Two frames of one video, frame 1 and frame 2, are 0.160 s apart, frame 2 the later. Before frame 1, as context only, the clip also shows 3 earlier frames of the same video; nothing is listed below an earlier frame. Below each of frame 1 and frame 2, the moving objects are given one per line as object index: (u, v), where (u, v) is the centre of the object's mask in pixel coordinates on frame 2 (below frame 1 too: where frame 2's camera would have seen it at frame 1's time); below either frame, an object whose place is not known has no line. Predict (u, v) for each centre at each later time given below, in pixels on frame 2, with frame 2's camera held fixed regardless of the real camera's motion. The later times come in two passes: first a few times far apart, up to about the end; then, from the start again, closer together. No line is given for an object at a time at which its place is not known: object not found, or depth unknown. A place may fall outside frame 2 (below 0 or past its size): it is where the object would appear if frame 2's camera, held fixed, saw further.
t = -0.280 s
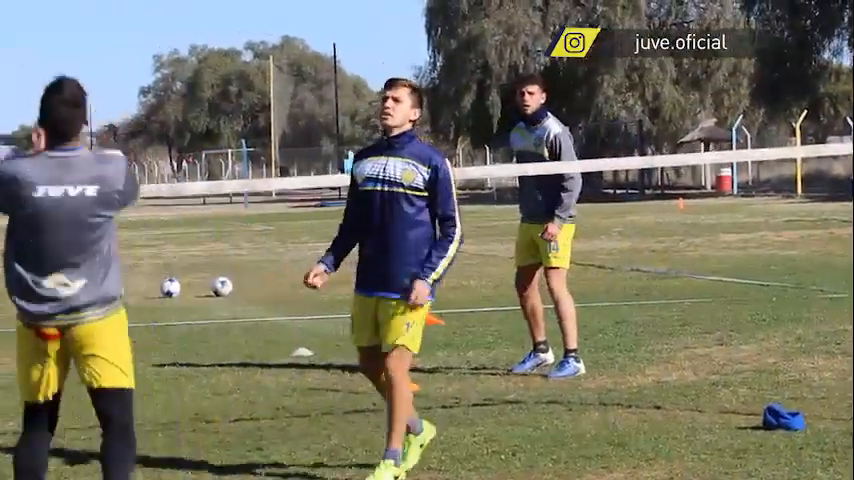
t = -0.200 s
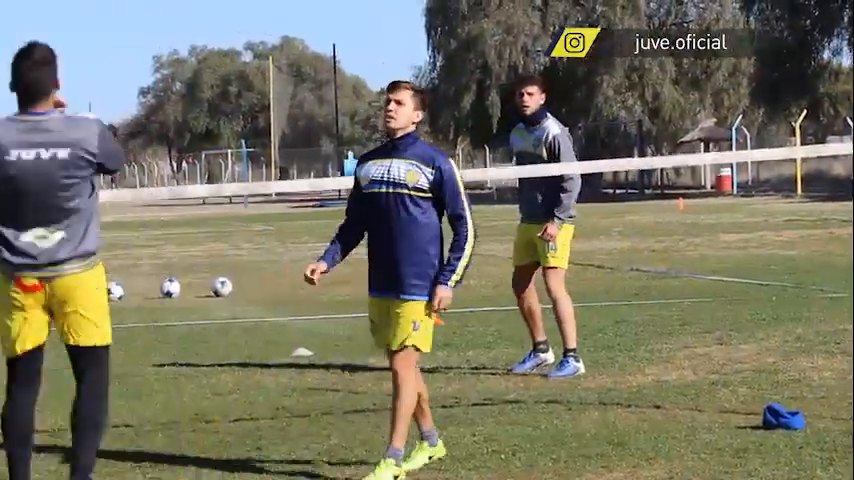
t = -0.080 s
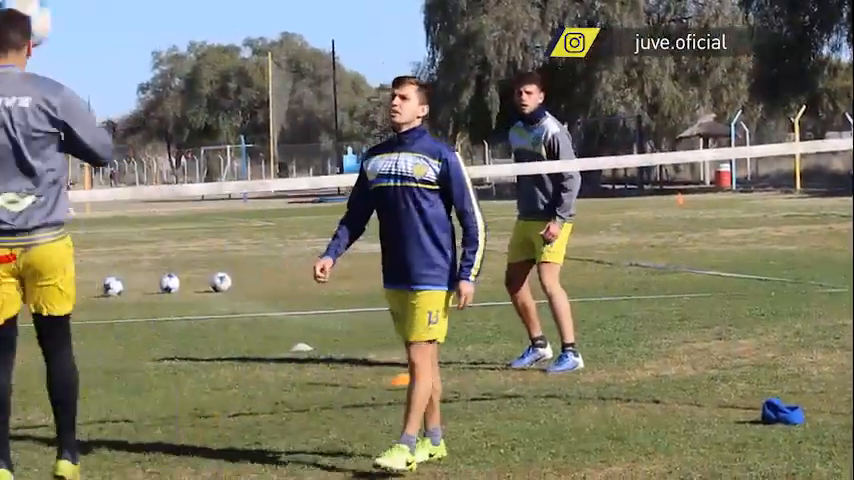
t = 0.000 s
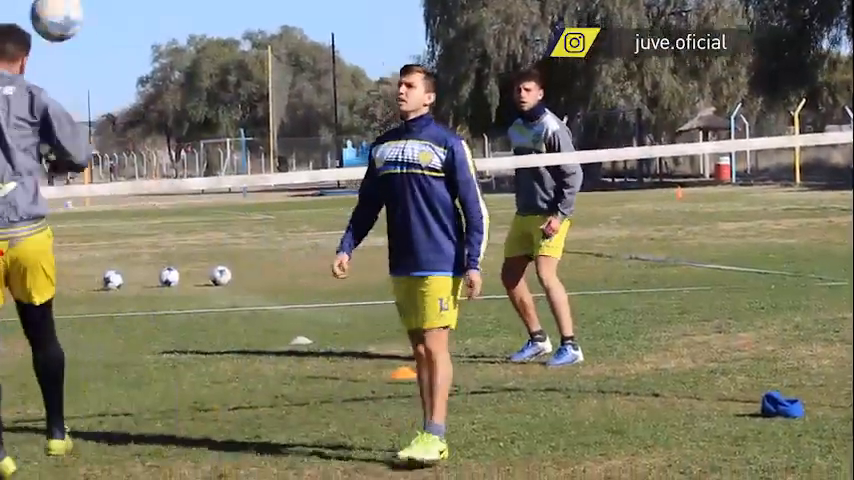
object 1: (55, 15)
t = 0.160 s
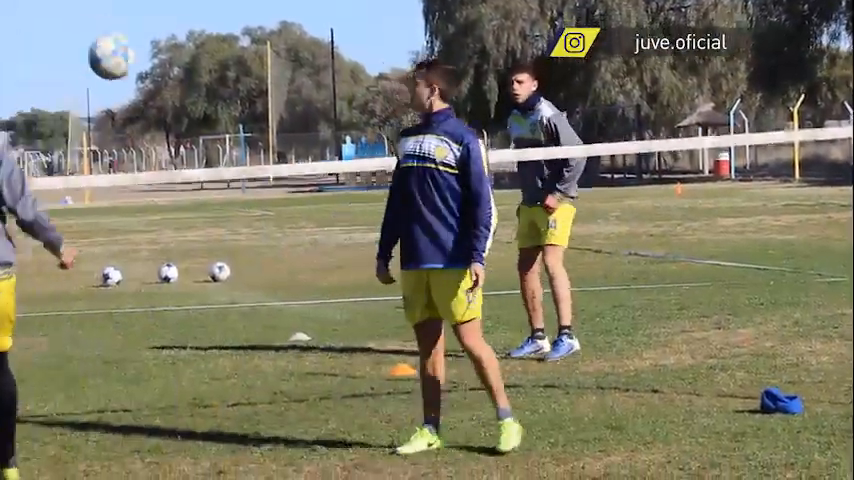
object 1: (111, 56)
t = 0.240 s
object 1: (134, 95)
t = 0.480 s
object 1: (183, 260)
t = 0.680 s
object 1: (204, 295)
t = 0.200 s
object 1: (123, 75)
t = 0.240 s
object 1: (134, 95)
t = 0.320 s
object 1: (156, 142)
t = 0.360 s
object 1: (163, 163)
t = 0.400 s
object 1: (169, 202)
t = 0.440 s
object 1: (177, 229)
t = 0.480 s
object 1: (183, 260)
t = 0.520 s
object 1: (190, 293)
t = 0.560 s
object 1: (196, 327)
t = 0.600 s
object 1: (201, 349)
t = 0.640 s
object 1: (204, 321)
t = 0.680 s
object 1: (204, 295)
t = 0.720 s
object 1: (206, 273)
